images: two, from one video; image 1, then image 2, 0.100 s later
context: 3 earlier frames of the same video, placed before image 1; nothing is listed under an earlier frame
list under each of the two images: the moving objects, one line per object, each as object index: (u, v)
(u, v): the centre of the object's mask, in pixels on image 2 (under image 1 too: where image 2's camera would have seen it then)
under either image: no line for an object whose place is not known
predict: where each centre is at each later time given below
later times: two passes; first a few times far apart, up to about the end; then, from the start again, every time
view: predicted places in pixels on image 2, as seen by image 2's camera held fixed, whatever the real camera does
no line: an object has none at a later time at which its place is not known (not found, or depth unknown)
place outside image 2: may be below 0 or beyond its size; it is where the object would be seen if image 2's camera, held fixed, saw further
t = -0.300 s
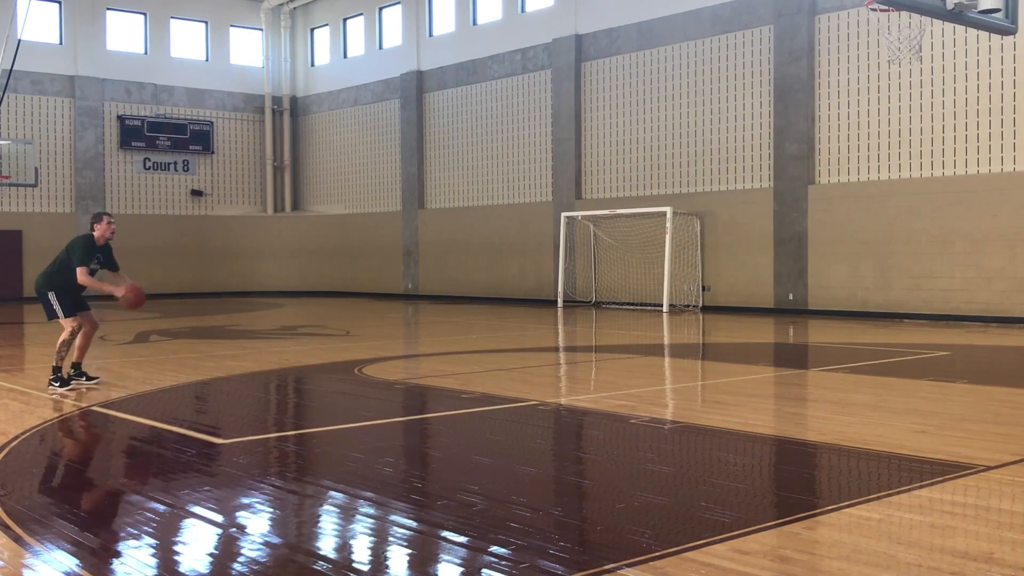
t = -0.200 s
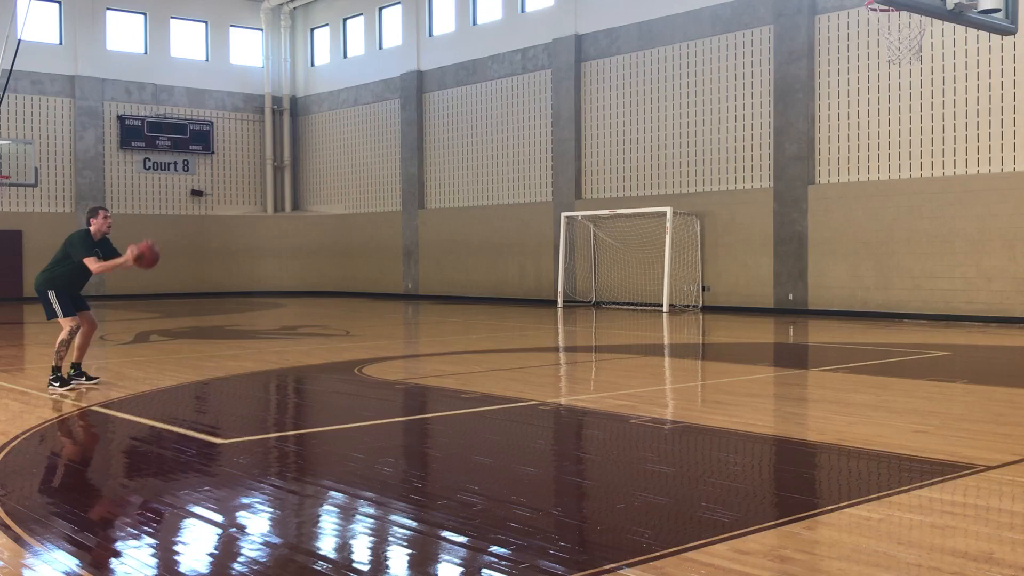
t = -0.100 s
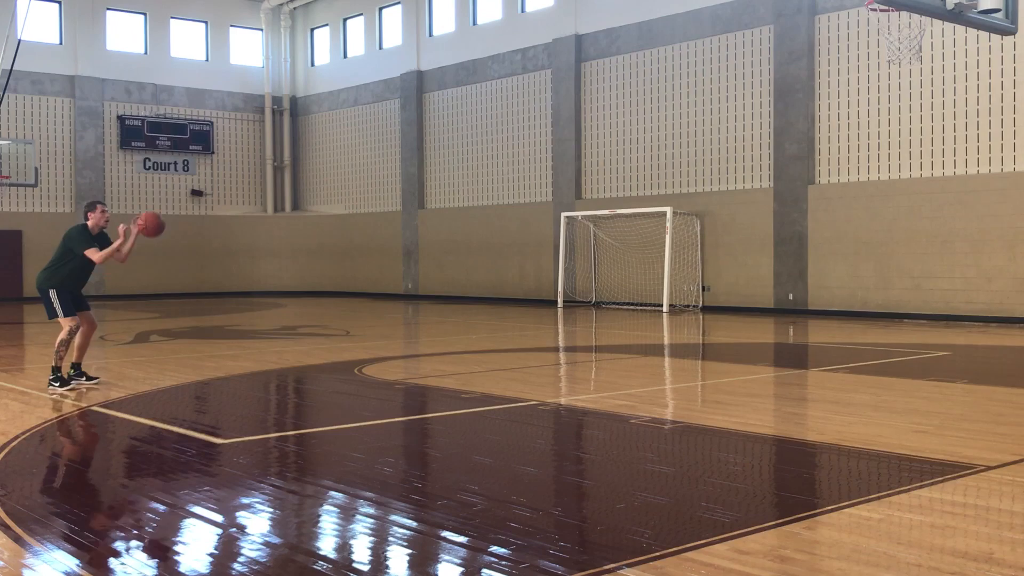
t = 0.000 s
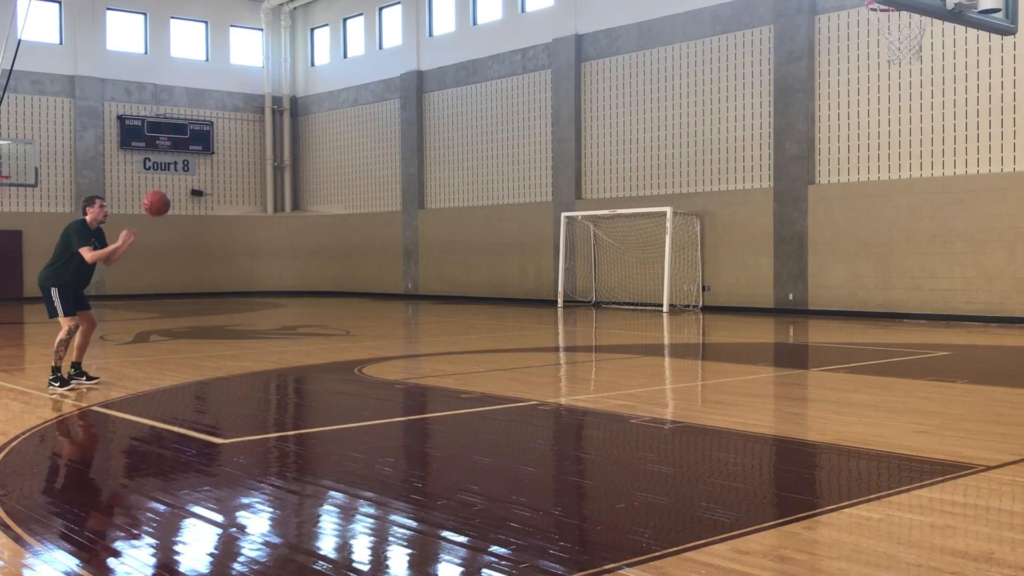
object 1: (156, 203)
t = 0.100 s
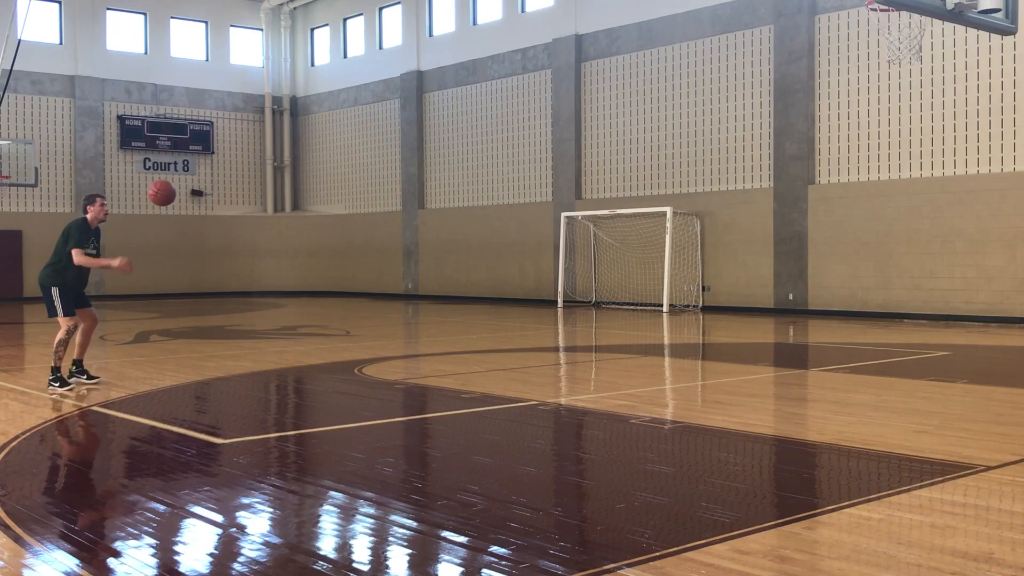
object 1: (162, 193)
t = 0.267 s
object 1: (171, 199)
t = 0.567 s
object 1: (190, 285)
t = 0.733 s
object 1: (202, 373)
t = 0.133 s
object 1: (163, 192)
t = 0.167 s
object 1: (165, 192)
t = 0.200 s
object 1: (167, 193)
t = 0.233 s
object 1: (169, 195)
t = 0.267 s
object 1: (171, 199)
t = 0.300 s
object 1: (173, 204)
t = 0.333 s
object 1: (175, 210)
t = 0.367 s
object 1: (177, 217)
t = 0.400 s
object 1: (179, 225)
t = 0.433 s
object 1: (182, 235)
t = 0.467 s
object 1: (183, 246)
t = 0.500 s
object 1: (186, 258)
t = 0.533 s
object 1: (188, 271)
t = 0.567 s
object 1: (190, 285)
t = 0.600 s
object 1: (192, 301)
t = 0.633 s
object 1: (195, 317)
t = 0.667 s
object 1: (197, 335)
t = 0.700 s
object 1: (199, 354)
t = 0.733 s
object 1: (202, 373)
